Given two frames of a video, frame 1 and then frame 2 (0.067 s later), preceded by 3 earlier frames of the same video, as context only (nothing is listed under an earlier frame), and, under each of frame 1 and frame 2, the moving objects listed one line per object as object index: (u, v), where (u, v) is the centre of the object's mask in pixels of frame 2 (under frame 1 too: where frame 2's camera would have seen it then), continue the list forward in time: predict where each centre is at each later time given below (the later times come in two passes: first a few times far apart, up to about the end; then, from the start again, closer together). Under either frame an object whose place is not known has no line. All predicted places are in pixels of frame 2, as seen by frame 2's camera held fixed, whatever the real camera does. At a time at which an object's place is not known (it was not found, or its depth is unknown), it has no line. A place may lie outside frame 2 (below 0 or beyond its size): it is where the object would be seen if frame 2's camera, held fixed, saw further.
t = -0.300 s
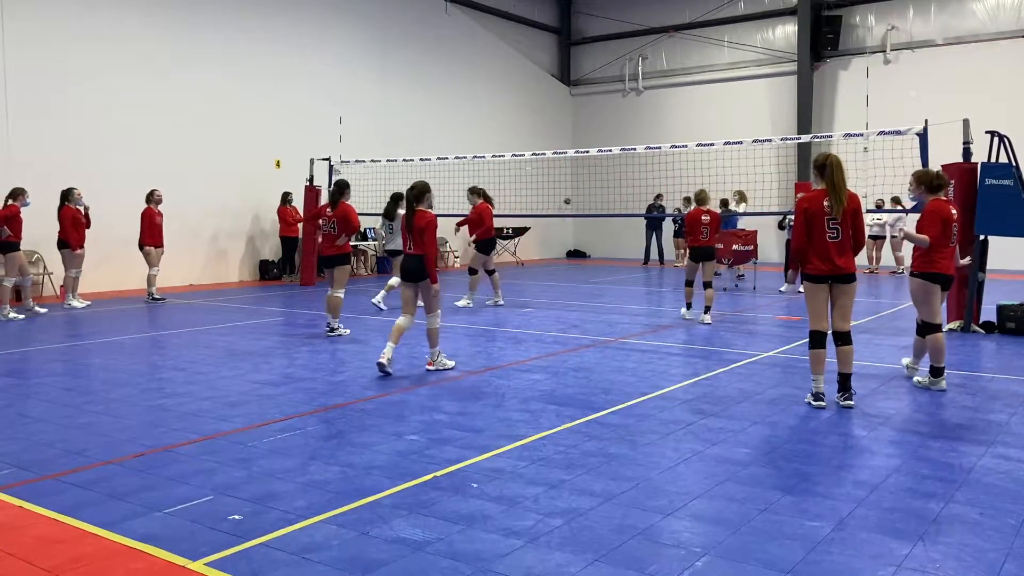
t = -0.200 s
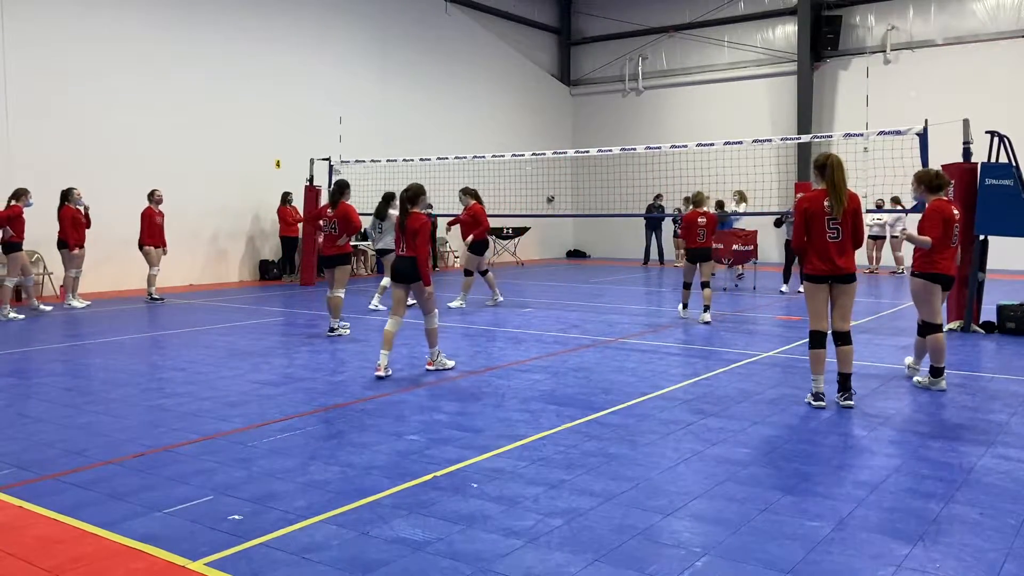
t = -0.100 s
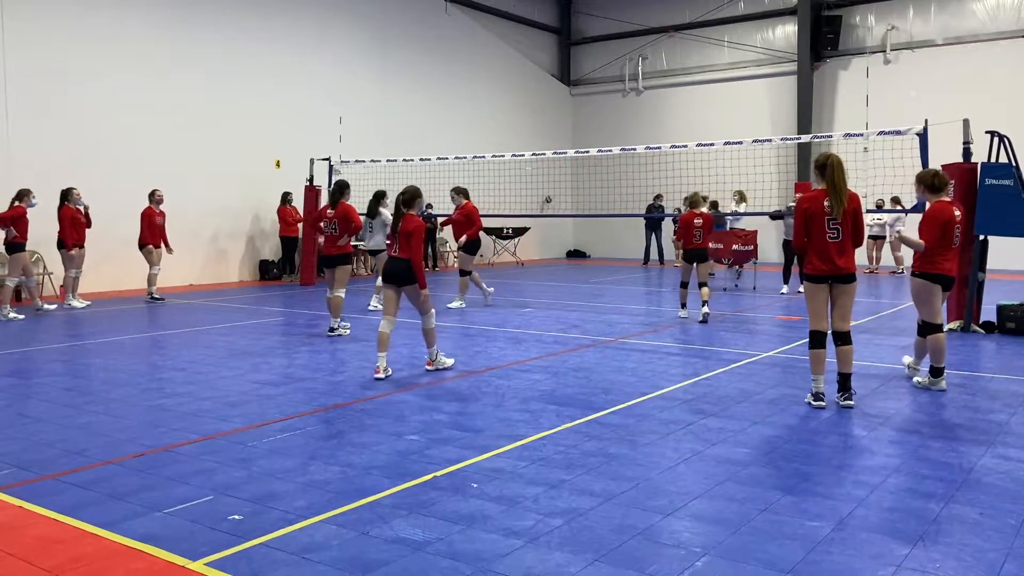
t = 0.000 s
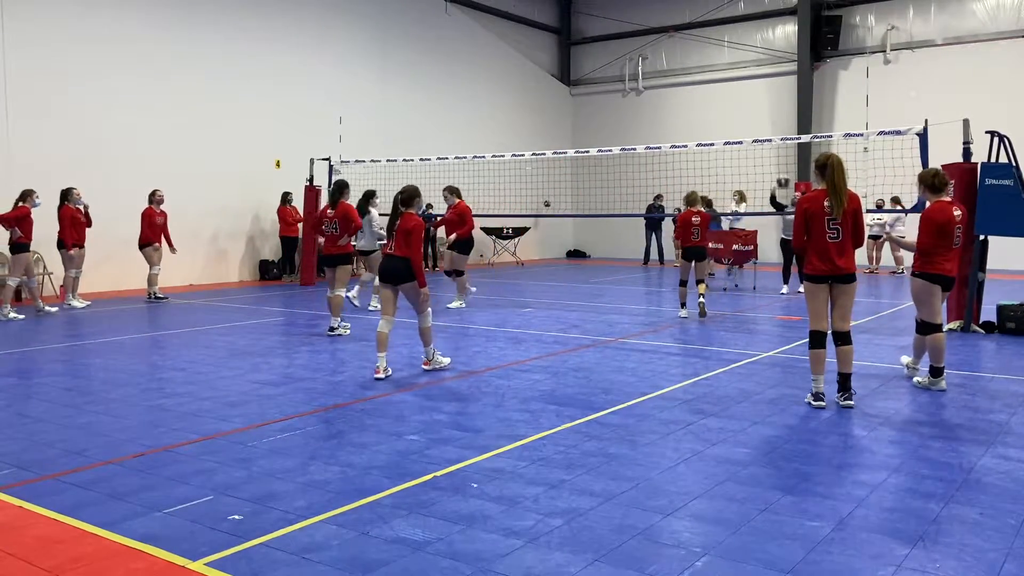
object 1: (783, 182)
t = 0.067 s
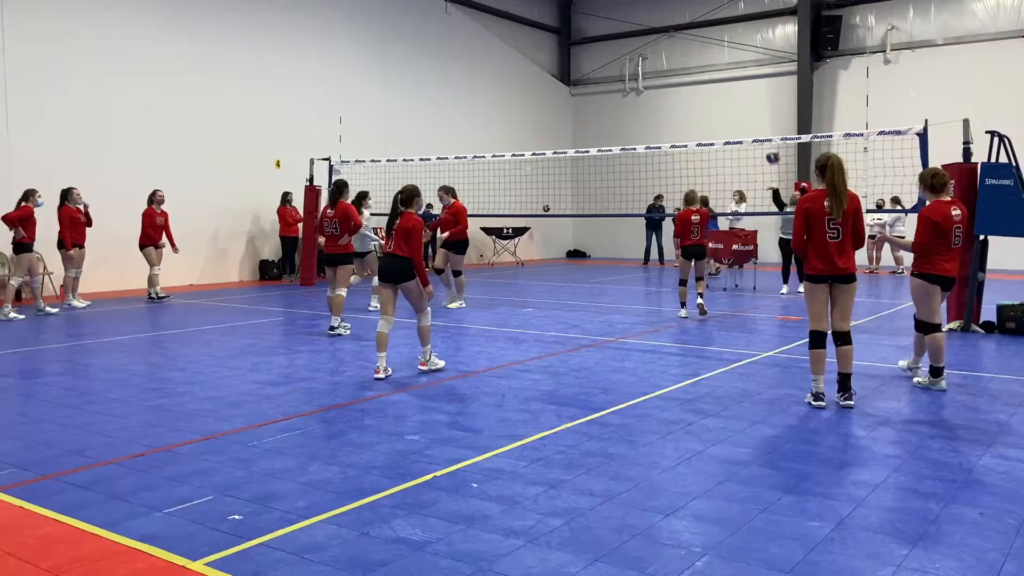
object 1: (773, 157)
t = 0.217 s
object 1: (747, 108)
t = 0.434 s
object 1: (702, 59)
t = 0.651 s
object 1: (651, 45)
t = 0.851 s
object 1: (598, 70)
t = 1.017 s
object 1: (550, 120)
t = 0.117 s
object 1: (765, 136)
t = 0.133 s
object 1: (762, 133)
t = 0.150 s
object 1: (759, 128)
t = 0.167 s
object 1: (756, 123)
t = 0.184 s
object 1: (753, 118)
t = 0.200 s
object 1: (750, 113)
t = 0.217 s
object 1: (747, 108)
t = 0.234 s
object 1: (744, 103)
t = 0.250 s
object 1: (741, 98)
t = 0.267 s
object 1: (737, 94)
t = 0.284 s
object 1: (734, 90)
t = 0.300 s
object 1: (731, 85)
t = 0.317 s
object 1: (727, 82)
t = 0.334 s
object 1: (724, 77)
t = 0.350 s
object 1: (720, 74)
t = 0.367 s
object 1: (717, 71)
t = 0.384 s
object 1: (714, 67)
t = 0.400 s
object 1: (710, 64)
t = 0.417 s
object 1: (706, 61)
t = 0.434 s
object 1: (702, 59)
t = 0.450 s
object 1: (698, 57)
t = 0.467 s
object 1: (695, 55)
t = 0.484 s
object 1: (691, 53)
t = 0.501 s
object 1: (687, 51)
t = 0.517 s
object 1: (683, 50)
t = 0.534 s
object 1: (679, 49)
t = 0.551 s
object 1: (675, 47)
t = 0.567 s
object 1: (671, 46)
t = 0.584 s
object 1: (667, 45)
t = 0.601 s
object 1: (663, 45)
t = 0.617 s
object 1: (659, 45)
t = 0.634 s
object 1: (655, 45)
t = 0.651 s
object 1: (651, 45)
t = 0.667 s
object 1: (647, 46)
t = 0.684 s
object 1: (642, 47)
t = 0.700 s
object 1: (638, 48)
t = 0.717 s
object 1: (634, 49)
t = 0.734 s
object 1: (630, 51)
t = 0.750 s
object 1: (625, 53)
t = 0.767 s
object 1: (620, 55)
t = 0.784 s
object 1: (616, 57)
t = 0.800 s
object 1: (612, 59)
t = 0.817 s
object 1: (607, 62)
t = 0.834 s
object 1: (603, 66)
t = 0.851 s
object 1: (598, 70)
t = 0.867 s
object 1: (594, 73)
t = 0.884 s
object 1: (589, 77)
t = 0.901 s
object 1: (583, 81)
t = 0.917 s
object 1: (579, 86)
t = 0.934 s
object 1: (574, 91)
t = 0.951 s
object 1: (570, 96)
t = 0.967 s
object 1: (565, 102)
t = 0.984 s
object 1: (560, 108)
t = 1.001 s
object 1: (555, 114)
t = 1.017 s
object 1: (550, 120)
